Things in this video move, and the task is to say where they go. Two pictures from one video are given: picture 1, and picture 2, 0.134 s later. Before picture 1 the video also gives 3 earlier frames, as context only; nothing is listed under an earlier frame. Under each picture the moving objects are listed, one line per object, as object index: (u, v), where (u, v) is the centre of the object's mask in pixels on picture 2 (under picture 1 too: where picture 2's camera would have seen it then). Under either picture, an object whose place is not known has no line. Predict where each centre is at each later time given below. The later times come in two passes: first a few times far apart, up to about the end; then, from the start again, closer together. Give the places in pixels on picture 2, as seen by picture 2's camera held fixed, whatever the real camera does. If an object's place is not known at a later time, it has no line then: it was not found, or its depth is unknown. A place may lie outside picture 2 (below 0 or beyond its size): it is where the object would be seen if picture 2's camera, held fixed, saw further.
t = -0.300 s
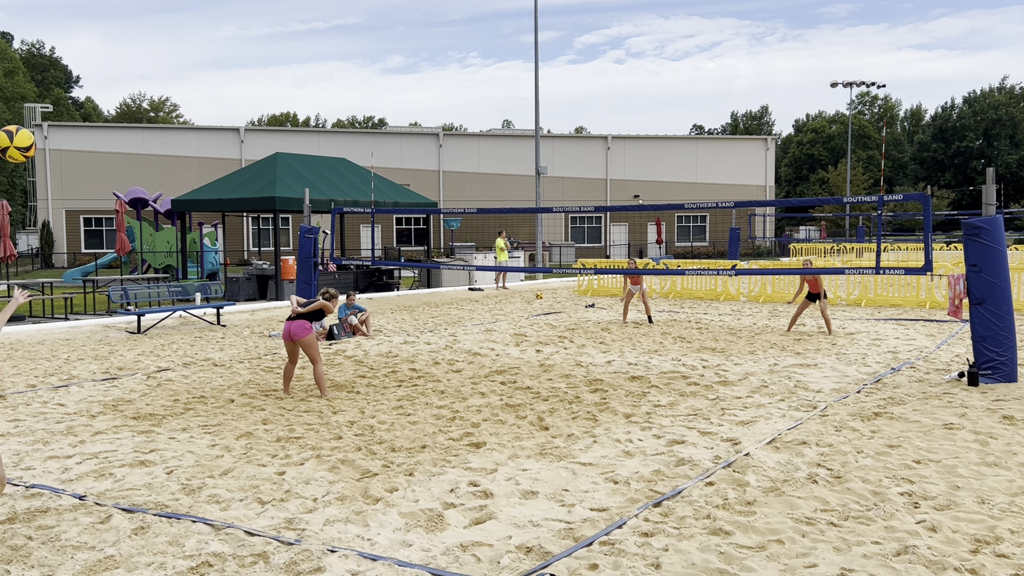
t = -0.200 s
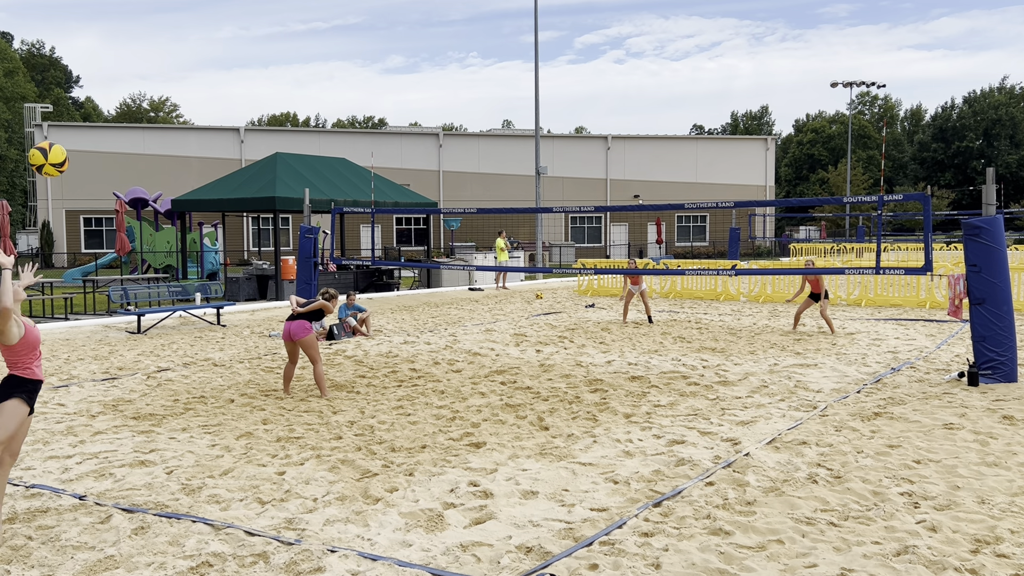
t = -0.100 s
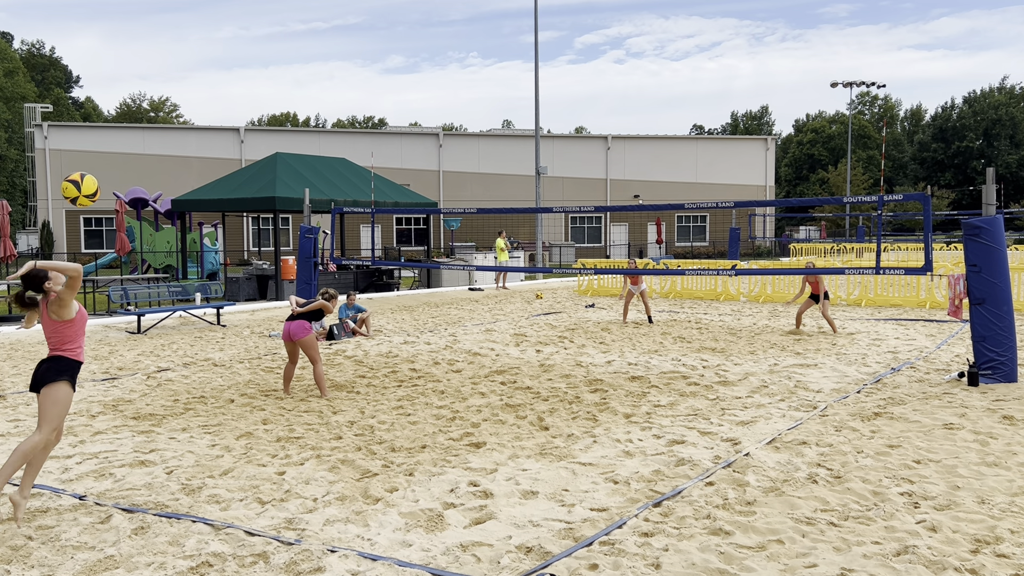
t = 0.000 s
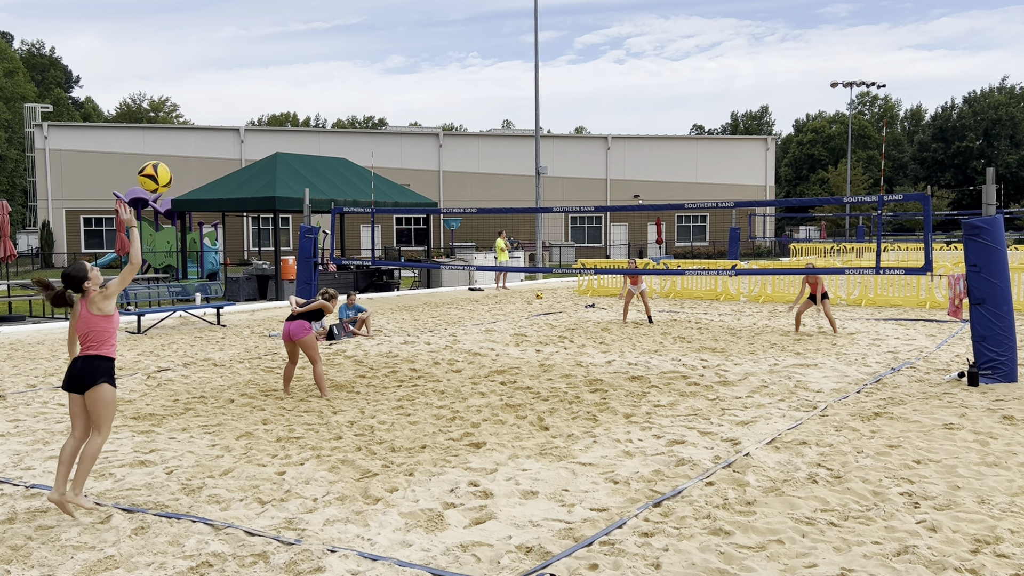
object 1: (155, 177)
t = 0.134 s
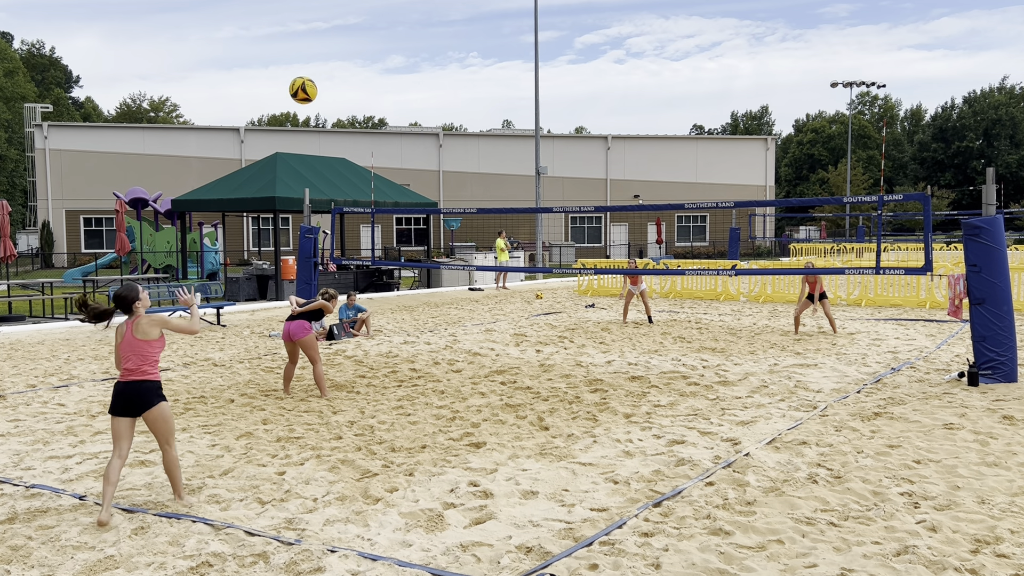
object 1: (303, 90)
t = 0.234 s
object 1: (385, 55)
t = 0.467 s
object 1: (518, 33)
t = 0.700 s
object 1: (604, 60)
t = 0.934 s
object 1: (664, 110)
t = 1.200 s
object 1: (713, 189)
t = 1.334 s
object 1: (731, 232)
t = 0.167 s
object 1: (333, 76)
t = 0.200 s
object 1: (359, 64)
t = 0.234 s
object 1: (385, 55)
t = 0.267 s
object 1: (408, 47)
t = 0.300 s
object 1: (429, 41)
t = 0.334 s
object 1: (449, 37)
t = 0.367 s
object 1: (468, 35)
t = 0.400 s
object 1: (486, 33)
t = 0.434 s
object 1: (502, 33)
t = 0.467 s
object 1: (518, 33)
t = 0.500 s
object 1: (533, 35)
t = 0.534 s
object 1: (547, 37)
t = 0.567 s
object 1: (560, 41)
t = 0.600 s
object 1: (572, 45)
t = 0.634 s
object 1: (583, 49)
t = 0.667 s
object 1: (594, 54)
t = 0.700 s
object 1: (604, 60)
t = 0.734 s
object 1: (614, 65)
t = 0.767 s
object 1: (623, 72)
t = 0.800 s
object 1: (632, 79)
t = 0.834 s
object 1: (641, 86)
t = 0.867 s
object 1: (649, 94)
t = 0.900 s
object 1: (657, 102)
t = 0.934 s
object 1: (664, 110)
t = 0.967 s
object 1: (671, 119)
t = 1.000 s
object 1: (678, 128)
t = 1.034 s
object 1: (685, 138)
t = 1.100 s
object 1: (697, 157)
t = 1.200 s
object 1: (713, 189)
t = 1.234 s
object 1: (718, 198)
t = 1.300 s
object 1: (727, 221)
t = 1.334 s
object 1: (731, 232)
